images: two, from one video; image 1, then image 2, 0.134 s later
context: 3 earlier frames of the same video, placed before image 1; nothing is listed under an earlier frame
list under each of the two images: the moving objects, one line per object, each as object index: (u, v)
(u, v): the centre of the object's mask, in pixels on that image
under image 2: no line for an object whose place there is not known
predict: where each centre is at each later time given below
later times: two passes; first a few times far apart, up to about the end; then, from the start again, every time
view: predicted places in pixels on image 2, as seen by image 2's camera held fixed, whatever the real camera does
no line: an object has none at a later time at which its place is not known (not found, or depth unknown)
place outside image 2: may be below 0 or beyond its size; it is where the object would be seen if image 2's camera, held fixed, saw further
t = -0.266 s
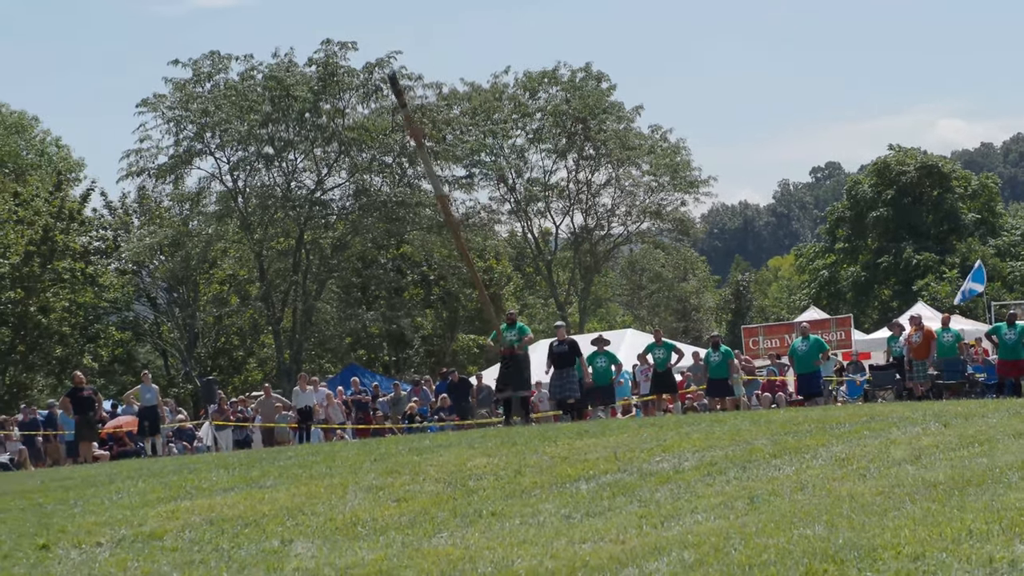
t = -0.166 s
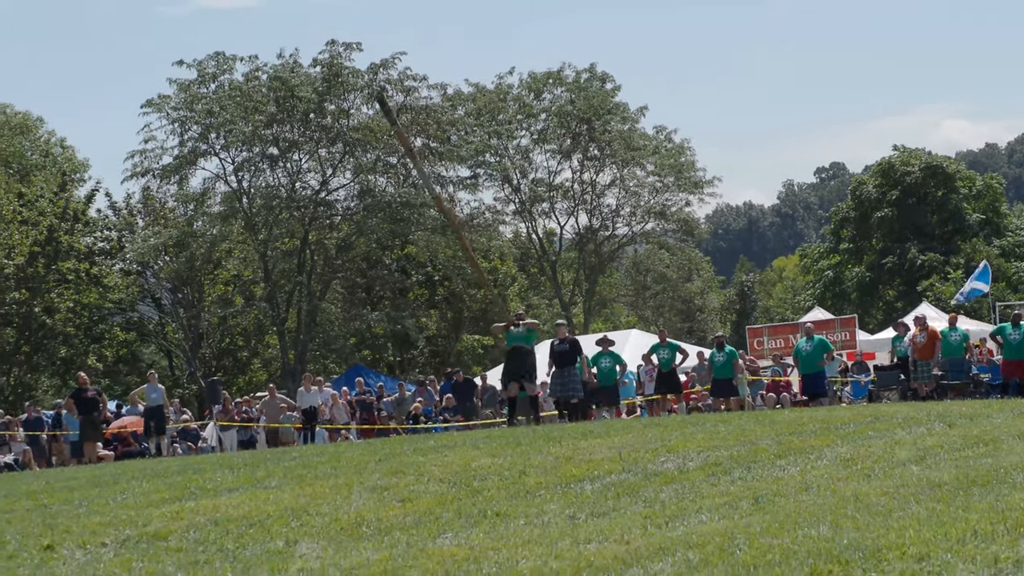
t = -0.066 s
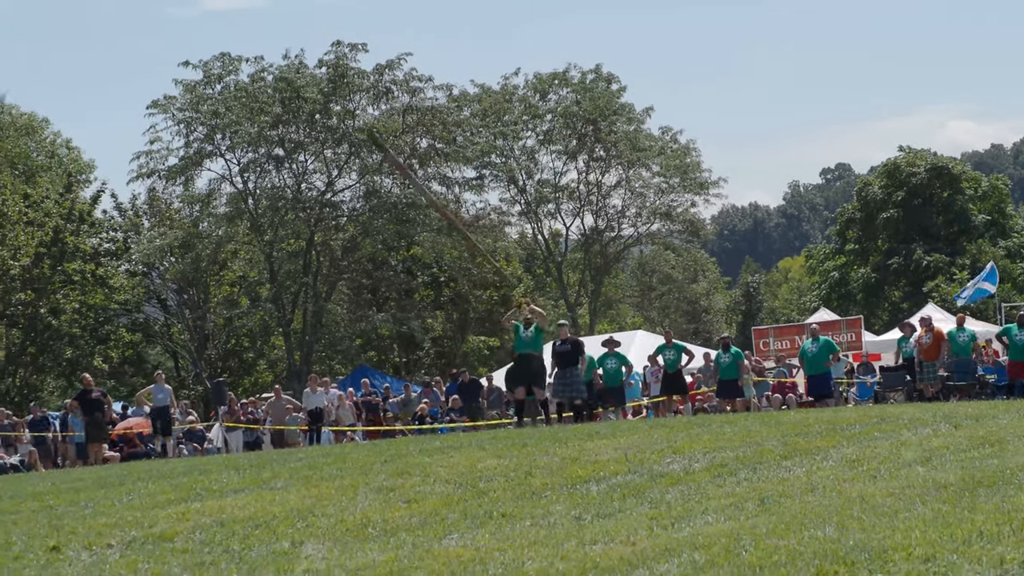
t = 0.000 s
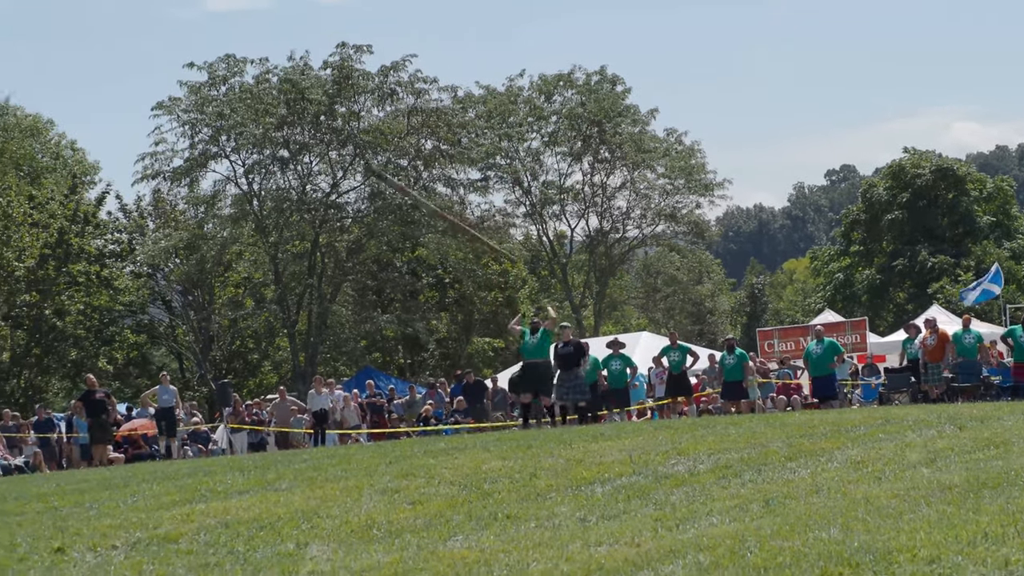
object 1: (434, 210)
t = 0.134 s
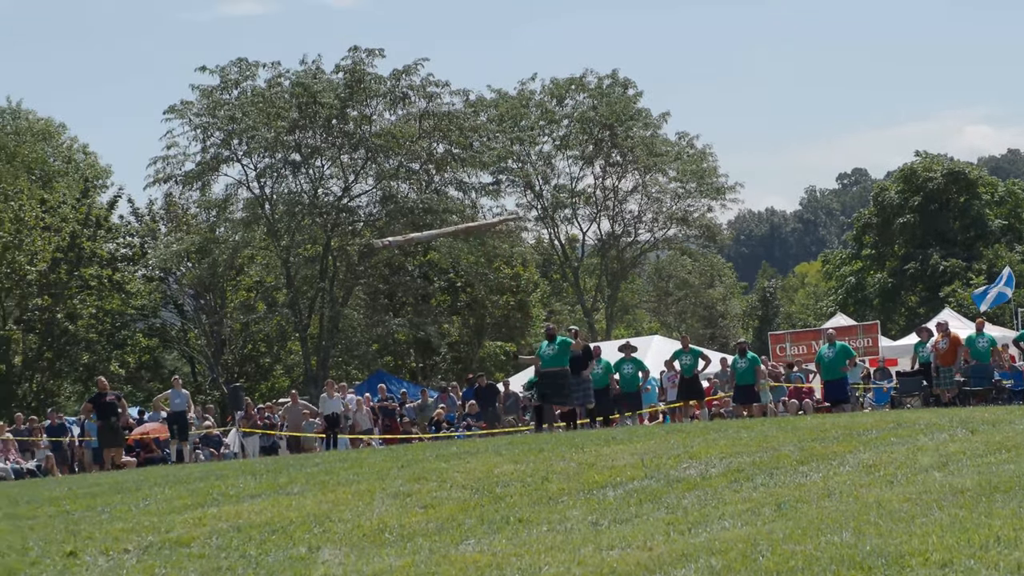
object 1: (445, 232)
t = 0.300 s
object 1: (428, 273)
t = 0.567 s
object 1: (418, 314)
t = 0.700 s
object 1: (415, 311)
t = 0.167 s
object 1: (442, 238)
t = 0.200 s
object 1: (435, 246)
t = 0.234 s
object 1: (434, 252)
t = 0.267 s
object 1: (428, 265)
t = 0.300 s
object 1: (428, 273)
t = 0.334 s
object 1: (426, 285)
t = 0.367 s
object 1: (427, 289)
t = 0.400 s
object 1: (426, 296)
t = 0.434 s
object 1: (420, 317)
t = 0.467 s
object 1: (422, 314)
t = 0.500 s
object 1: (424, 308)
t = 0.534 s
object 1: (420, 312)
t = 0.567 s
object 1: (418, 314)
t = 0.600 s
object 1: (417, 313)
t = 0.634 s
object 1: (415, 316)
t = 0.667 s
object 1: (415, 313)
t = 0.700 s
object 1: (415, 311)
